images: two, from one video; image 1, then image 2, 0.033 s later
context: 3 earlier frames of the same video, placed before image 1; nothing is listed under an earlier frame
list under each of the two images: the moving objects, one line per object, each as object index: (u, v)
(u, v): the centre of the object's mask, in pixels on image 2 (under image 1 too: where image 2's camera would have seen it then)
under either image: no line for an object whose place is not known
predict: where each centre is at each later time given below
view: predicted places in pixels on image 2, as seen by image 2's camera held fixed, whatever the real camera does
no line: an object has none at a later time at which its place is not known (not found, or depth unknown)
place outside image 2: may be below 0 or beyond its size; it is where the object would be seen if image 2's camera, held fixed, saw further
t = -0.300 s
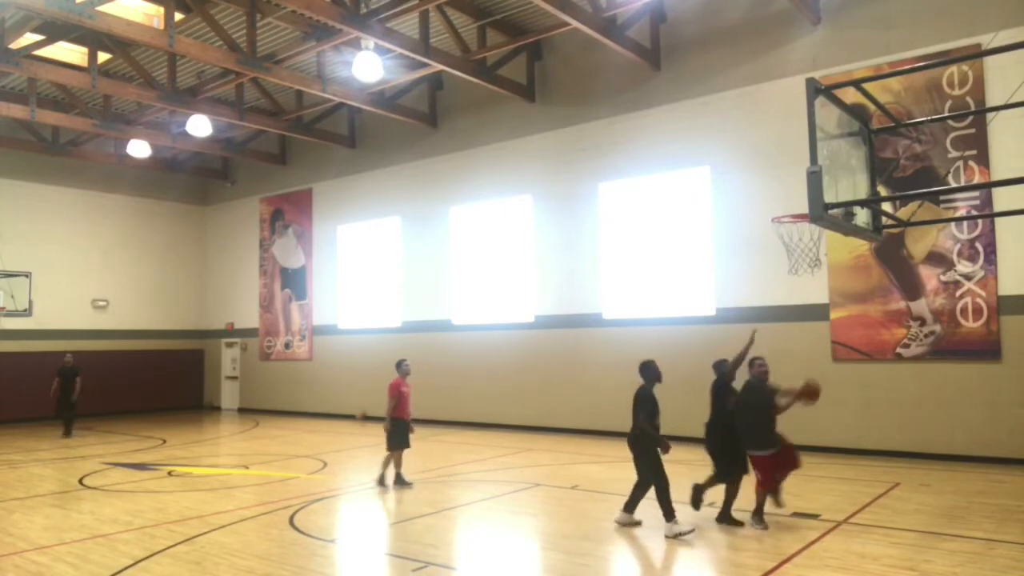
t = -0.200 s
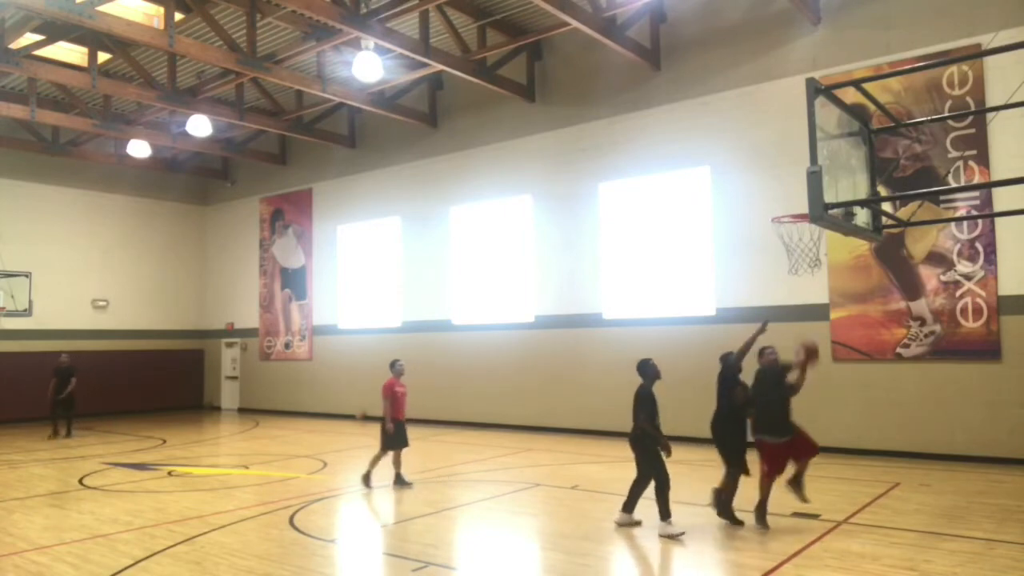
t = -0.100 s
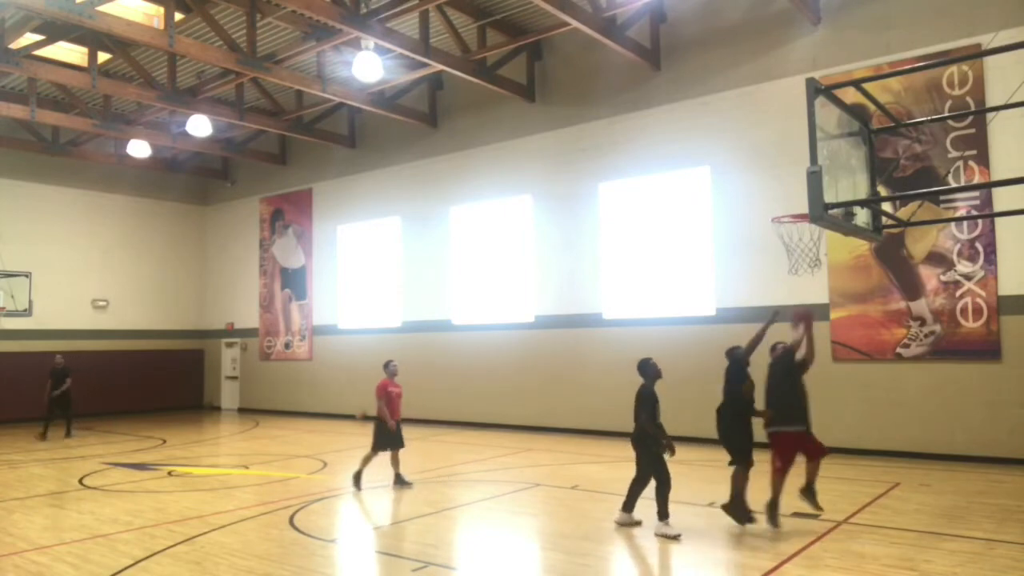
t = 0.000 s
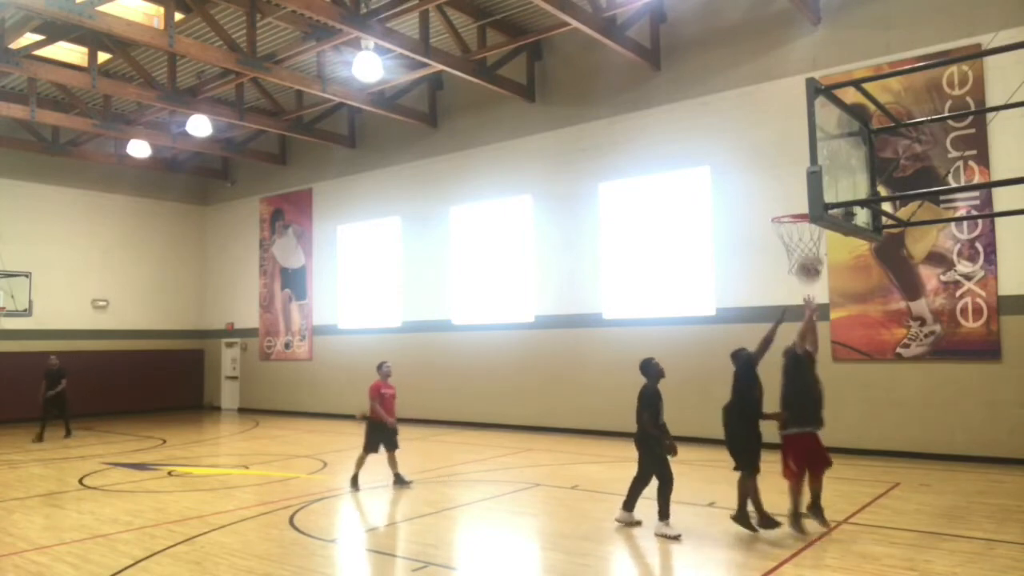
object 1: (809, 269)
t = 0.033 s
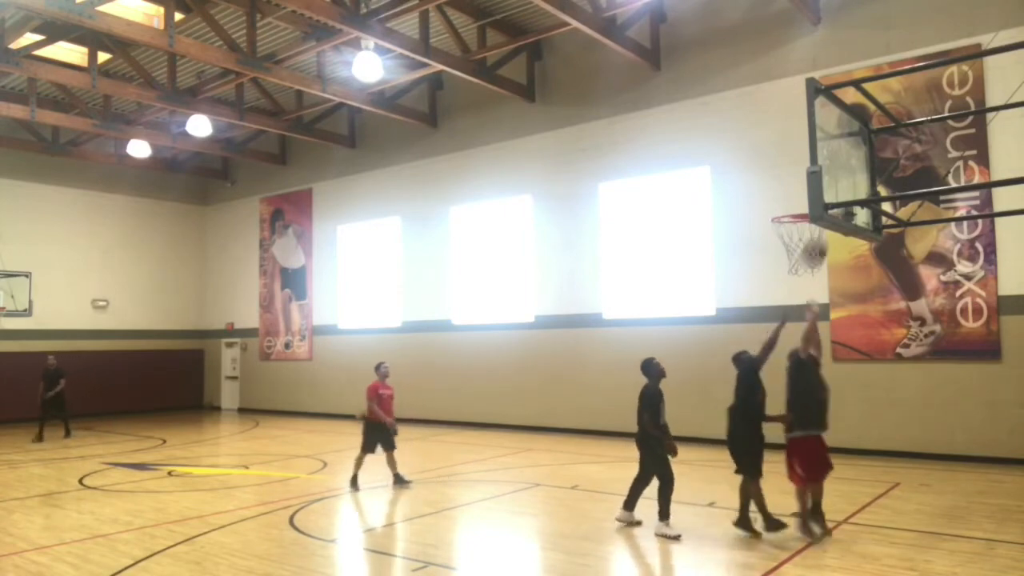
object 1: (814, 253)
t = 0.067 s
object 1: (818, 238)
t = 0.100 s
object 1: (823, 231)
